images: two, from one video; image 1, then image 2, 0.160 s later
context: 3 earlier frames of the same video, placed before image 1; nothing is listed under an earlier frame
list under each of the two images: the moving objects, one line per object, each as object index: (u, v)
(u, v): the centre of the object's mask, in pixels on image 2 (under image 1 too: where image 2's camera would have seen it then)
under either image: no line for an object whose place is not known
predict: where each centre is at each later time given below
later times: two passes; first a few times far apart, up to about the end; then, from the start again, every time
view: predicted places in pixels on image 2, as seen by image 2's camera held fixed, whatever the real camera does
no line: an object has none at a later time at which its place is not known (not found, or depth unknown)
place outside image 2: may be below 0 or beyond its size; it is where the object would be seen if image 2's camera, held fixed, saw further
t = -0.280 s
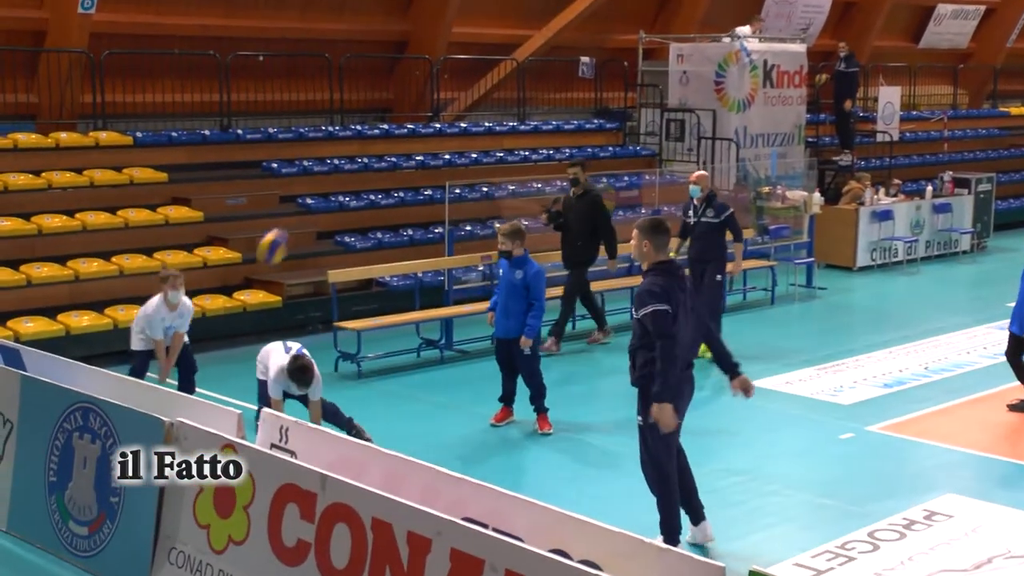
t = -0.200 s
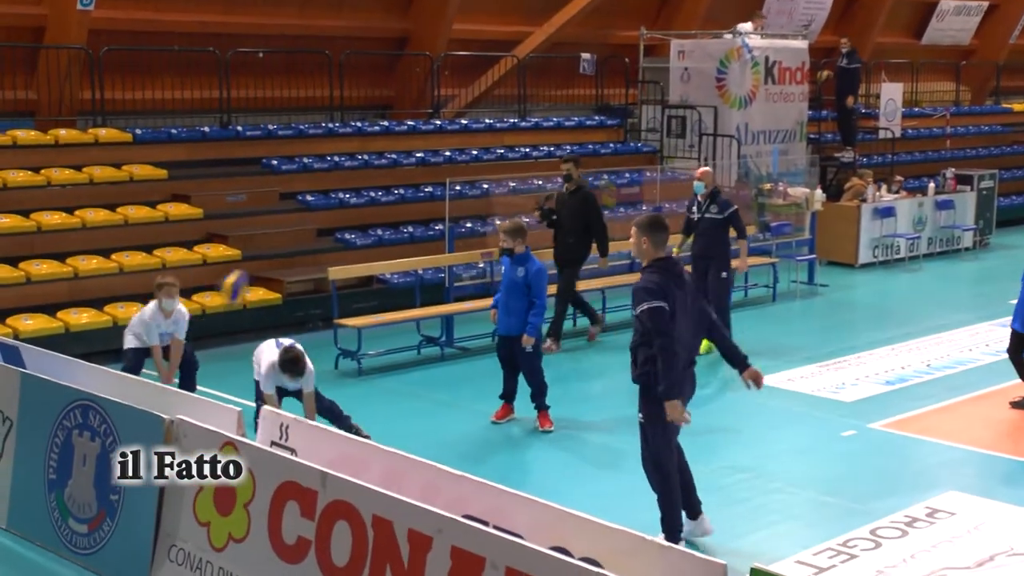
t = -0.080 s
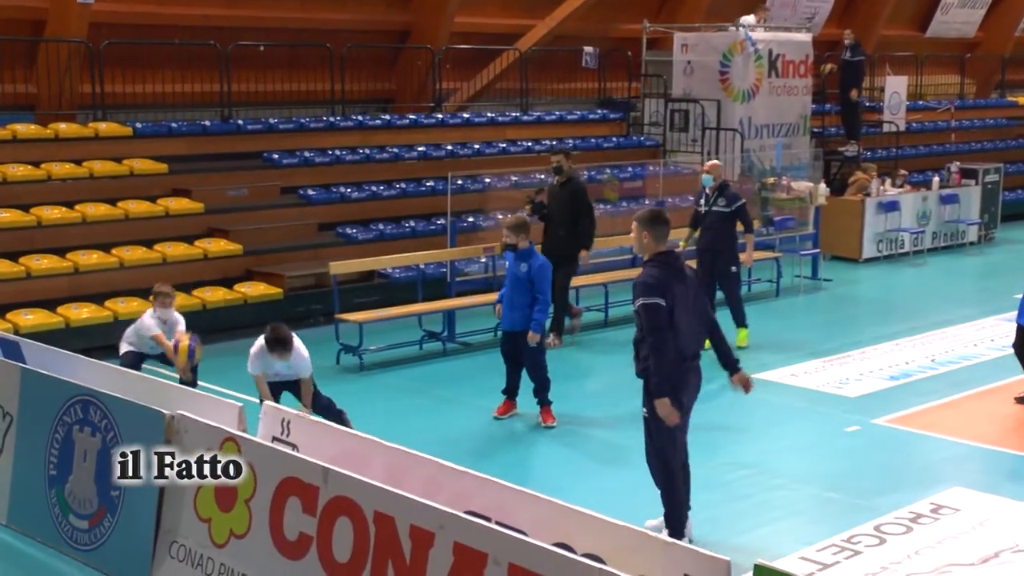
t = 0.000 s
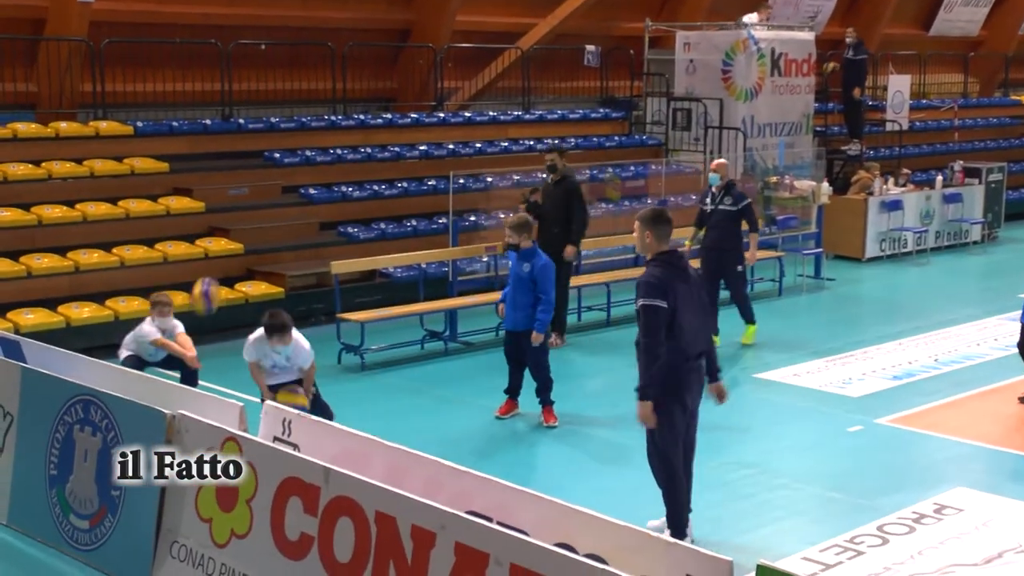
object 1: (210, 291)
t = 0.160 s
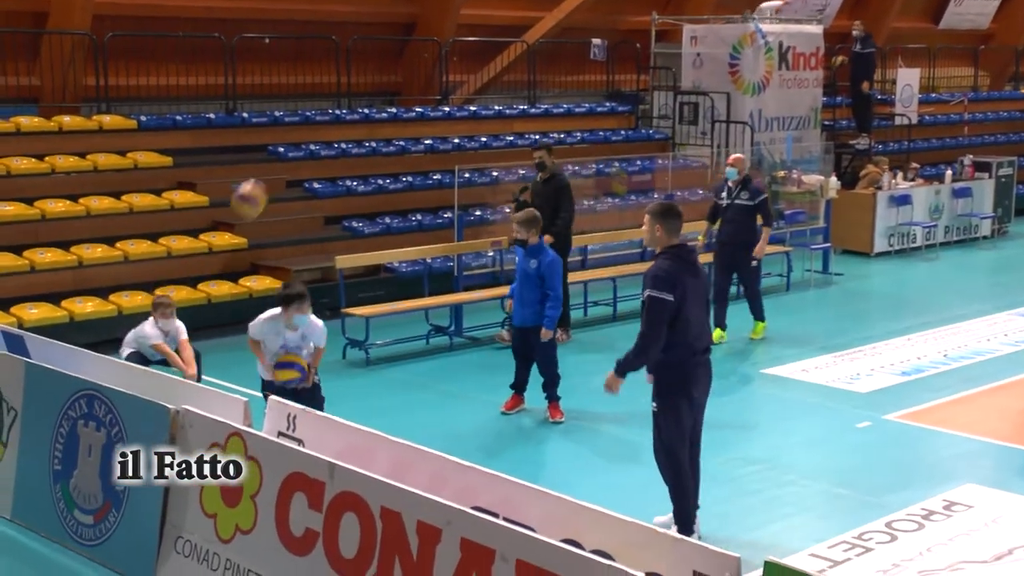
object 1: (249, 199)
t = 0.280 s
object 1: (284, 149)
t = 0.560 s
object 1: (379, 116)
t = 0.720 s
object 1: (440, 160)
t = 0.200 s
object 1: (261, 180)
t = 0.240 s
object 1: (271, 164)
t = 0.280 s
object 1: (284, 149)
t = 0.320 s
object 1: (297, 137)
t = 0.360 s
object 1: (310, 127)
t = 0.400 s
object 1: (323, 119)
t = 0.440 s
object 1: (336, 114)
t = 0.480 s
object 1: (350, 111)
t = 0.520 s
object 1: (365, 112)
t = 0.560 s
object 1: (379, 116)
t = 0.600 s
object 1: (394, 122)
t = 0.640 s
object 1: (409, 132)
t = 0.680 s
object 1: (425, 145)
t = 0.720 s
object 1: (440, 160)
